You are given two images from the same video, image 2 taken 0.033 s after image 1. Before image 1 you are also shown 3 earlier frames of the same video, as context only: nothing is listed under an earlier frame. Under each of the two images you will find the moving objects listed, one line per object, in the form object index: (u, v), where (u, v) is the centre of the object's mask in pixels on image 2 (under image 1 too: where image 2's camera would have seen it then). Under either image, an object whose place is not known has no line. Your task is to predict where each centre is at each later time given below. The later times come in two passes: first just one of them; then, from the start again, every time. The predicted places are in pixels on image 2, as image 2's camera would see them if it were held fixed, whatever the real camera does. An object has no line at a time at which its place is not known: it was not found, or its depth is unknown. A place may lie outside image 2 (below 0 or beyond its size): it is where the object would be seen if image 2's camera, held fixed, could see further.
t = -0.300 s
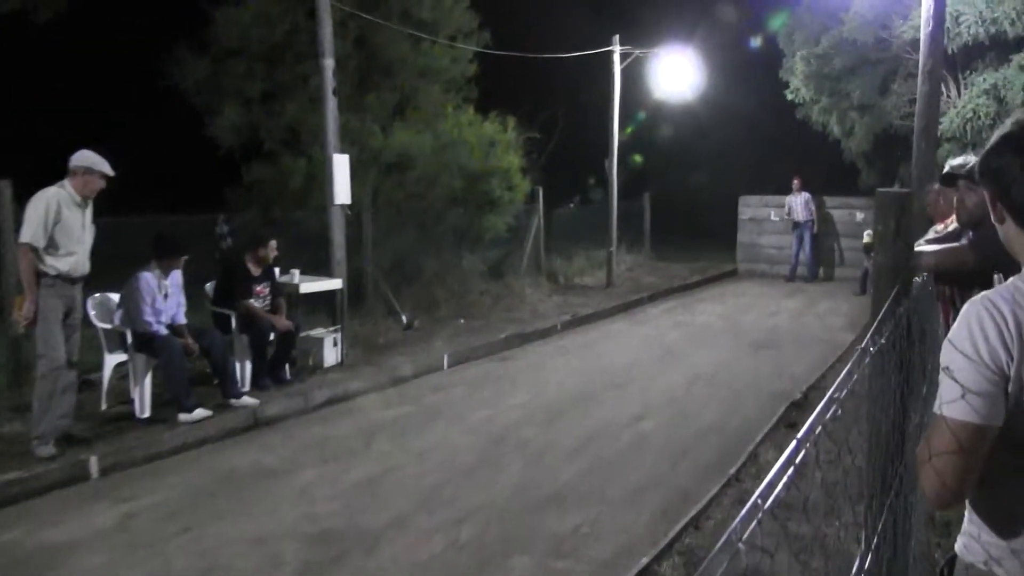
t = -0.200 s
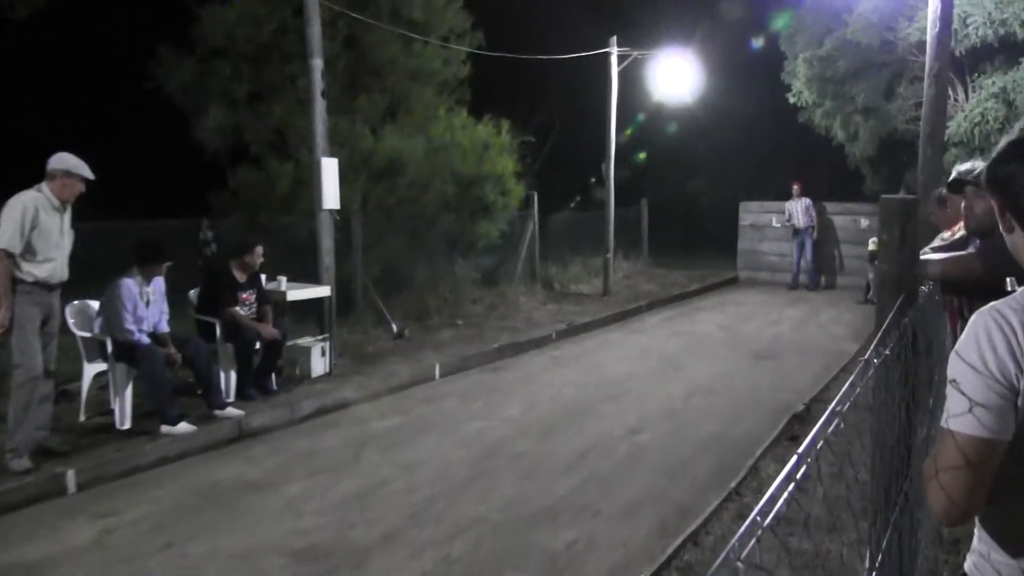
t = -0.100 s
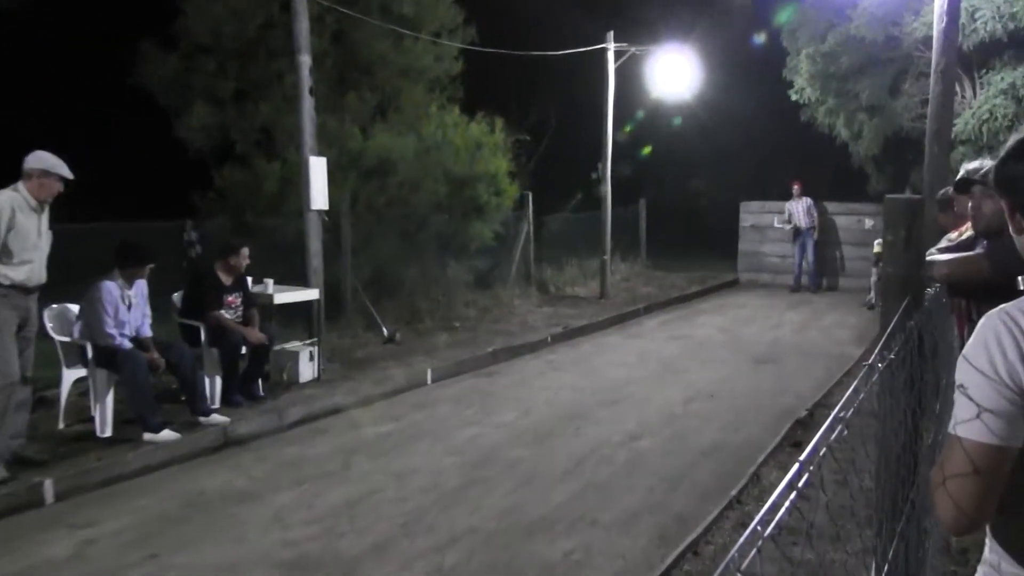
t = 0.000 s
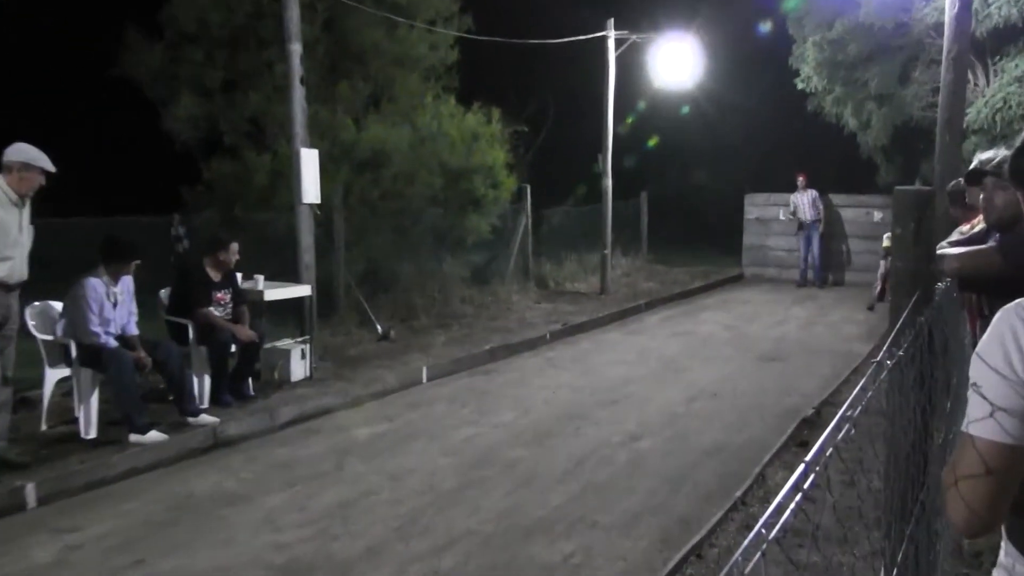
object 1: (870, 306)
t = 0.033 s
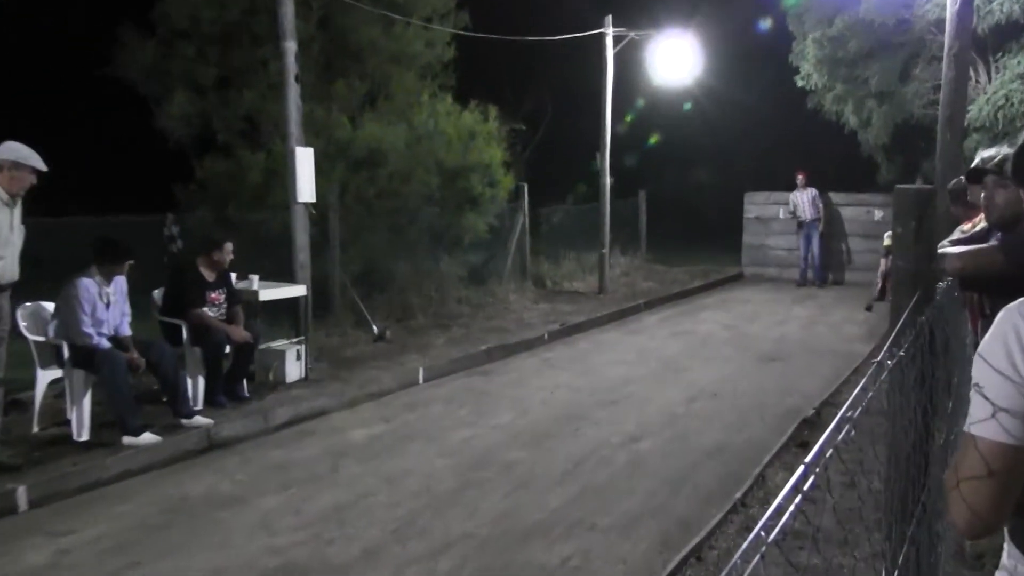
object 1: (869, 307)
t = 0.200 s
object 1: (857, 313)
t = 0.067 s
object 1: (866, 308)
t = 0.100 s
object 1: (864, 310)
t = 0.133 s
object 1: (862, 310)
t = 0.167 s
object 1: (860, 312)
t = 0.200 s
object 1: (857, 313)
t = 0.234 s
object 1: (856, 314)
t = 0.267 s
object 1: (854, 315)
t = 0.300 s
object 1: (851, 316)
